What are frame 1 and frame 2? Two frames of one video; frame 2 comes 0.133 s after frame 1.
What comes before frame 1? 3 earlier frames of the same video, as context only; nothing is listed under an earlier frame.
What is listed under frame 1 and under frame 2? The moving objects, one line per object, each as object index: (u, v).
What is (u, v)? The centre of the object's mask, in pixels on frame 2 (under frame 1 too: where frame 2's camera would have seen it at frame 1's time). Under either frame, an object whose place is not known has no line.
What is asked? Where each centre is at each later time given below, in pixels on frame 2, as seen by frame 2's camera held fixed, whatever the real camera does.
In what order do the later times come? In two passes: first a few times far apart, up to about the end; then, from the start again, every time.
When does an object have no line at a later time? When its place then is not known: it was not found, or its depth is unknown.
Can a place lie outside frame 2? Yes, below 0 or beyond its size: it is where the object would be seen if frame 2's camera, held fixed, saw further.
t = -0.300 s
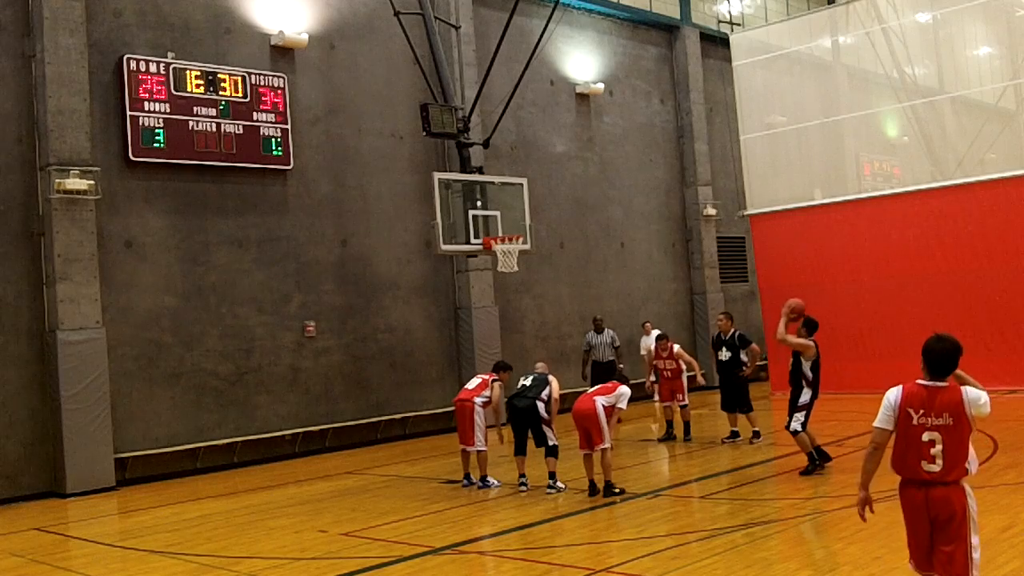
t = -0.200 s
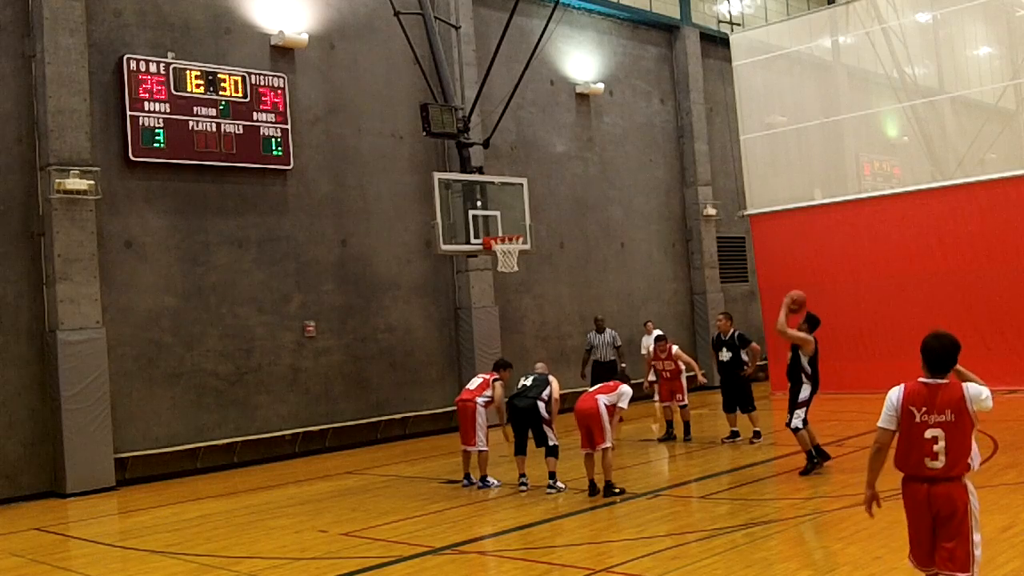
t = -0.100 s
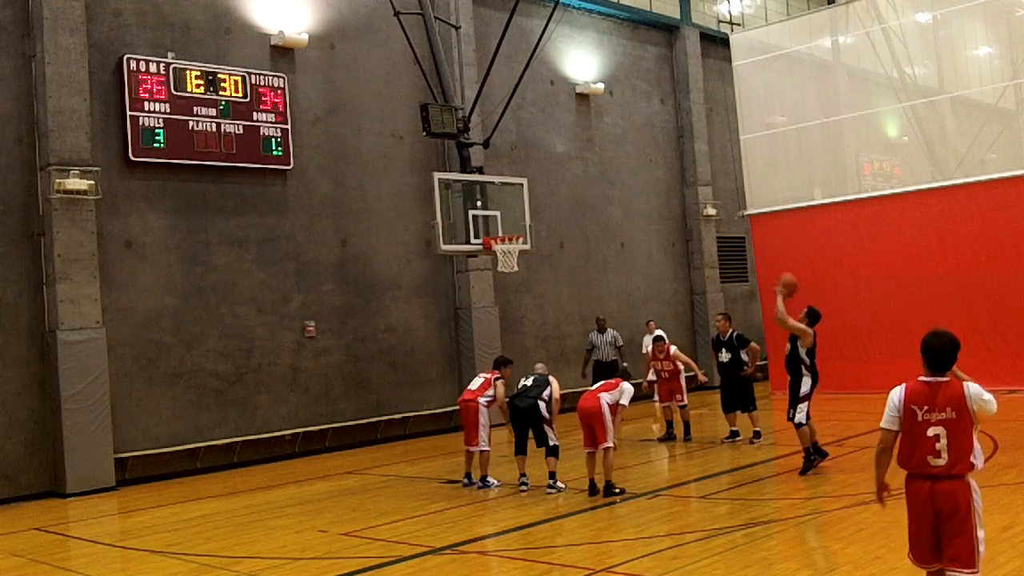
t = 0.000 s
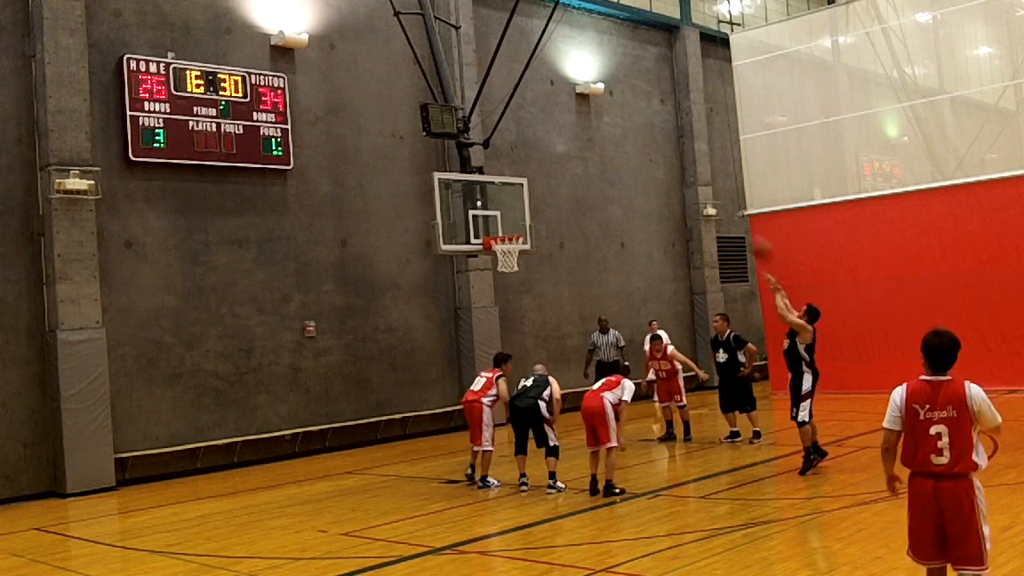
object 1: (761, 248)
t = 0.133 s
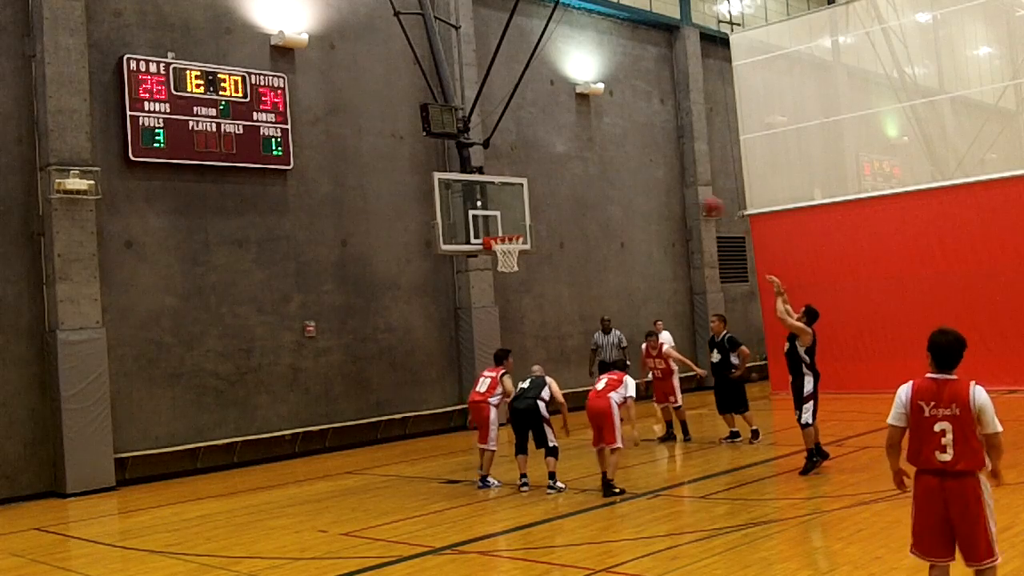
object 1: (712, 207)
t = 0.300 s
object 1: (656, 176)
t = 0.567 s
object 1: (584, 177)
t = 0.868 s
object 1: (521, 223)
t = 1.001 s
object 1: (522, 206)
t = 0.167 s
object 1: (700, 199)
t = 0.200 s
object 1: (689, 190)
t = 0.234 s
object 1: (678, 185)
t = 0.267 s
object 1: (668, 180)
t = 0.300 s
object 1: (656, 176)
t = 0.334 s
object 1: (648, 174)
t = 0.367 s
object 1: (638, 171)
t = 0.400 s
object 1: (628, 170)
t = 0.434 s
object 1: (618, 170)
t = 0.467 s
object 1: (610, 170)
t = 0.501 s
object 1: (601, 172)
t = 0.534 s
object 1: (592, 174)
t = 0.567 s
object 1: (584, 177)
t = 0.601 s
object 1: (575, 180)
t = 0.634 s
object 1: (568, 184)
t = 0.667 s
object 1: (559, 189)
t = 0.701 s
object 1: (552, 195)
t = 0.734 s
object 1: (544, 202)
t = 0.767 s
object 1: (537, 210)
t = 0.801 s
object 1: (530, 217)
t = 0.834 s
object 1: (522, 226)
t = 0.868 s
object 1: (521, 223)
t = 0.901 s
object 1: (522, 217)
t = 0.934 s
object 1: (521, 213)
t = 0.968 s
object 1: (522, 209)
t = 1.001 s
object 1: (522, 206)
